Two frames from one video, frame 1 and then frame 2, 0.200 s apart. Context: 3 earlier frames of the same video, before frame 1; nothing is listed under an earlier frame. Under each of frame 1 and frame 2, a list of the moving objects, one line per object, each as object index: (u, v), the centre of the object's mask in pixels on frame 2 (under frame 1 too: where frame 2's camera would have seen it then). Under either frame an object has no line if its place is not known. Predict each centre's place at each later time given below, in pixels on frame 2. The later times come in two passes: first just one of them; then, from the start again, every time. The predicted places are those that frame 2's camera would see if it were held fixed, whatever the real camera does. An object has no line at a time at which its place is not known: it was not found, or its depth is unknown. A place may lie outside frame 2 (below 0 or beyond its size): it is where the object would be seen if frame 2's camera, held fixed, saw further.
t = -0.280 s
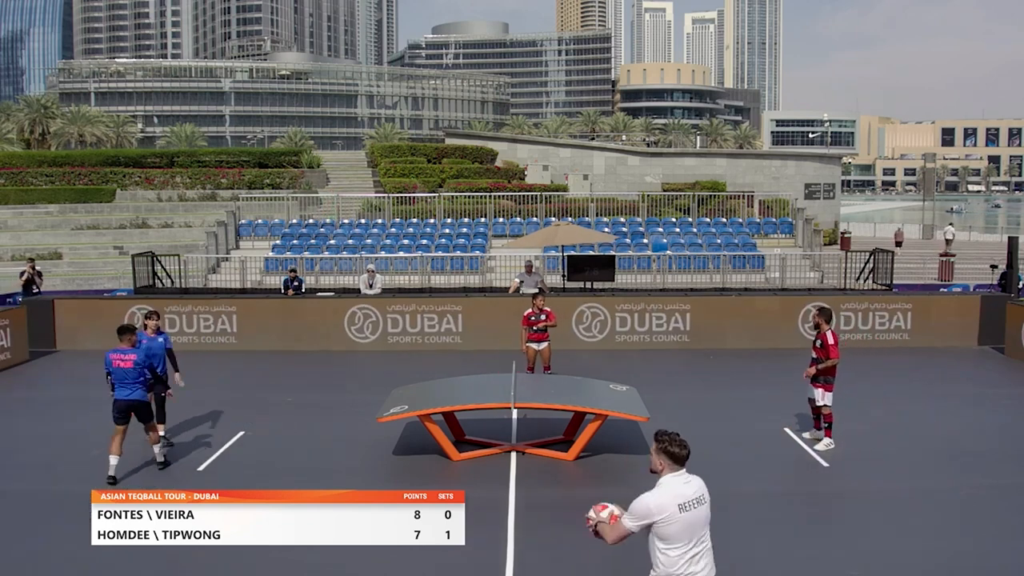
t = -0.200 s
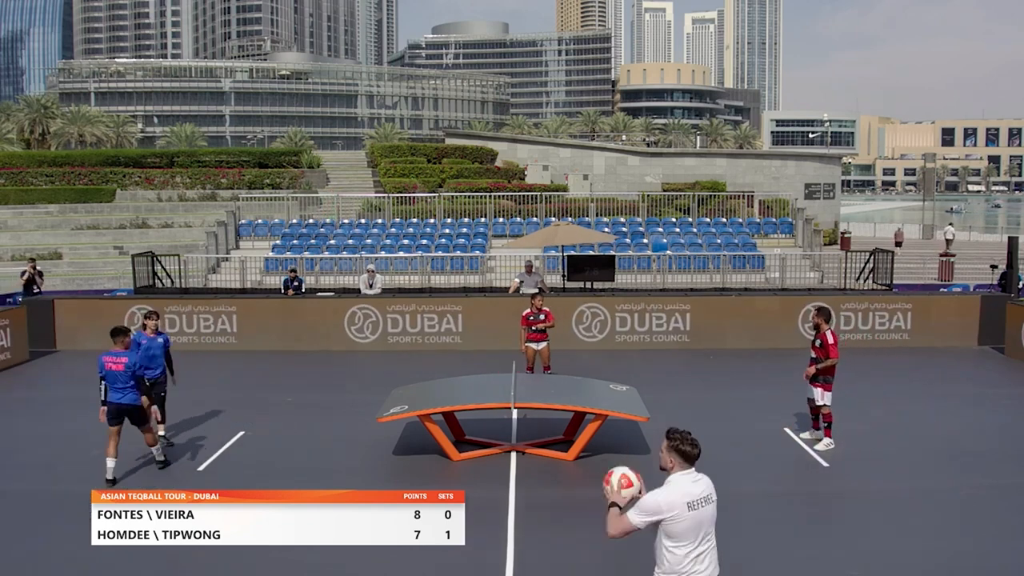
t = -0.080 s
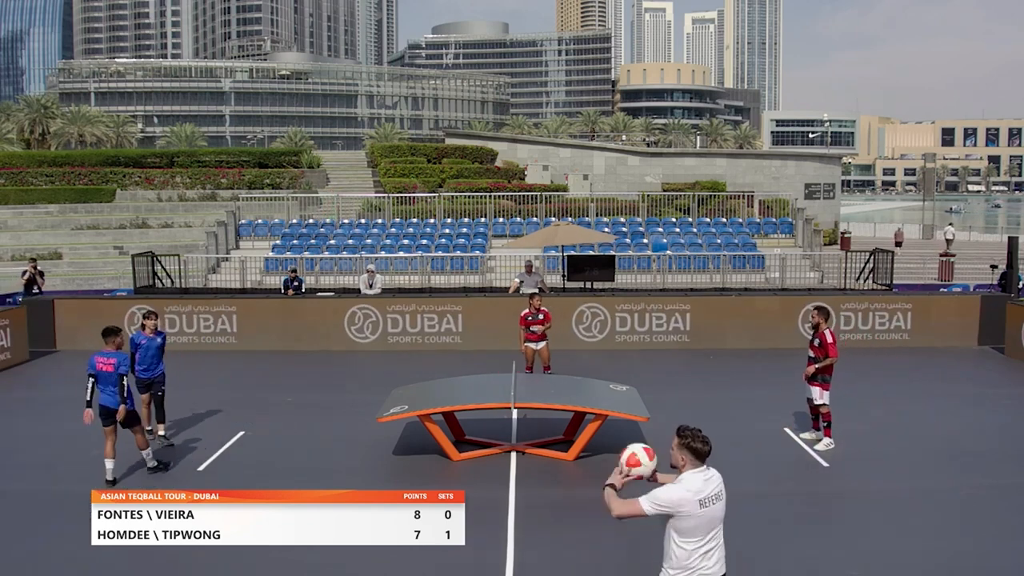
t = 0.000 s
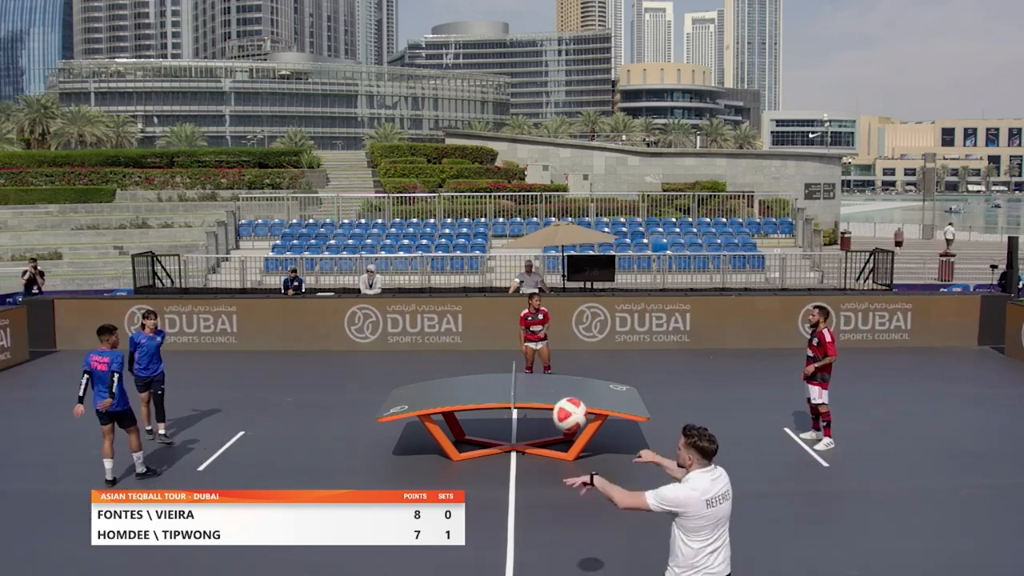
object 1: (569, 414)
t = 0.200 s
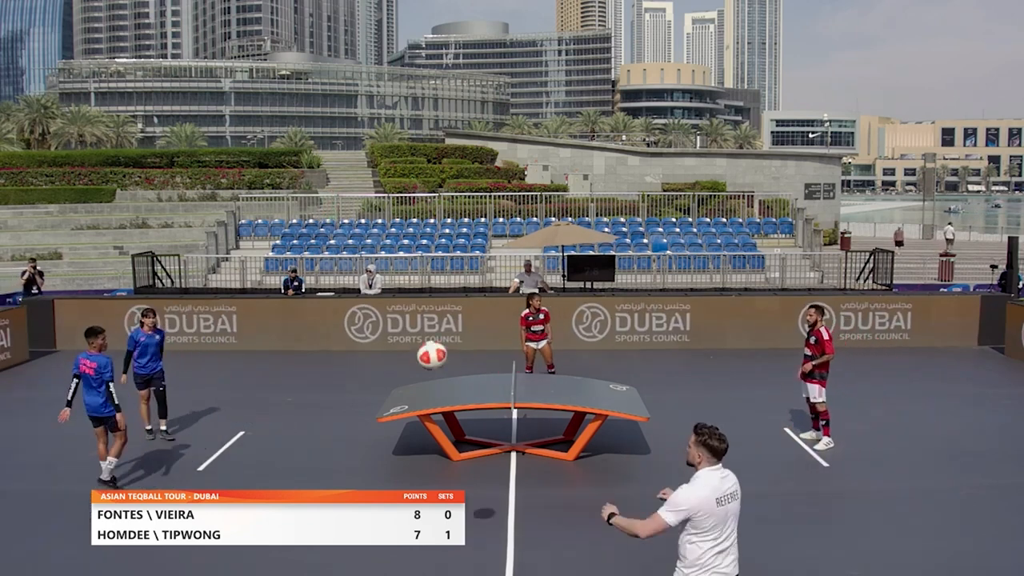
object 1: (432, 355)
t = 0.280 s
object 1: (389, 349)
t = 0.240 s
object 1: (410, 351)
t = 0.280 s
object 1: (389, 349)
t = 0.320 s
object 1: (370, 349)
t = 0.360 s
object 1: (351, 351)
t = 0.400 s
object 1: (334, 354)
